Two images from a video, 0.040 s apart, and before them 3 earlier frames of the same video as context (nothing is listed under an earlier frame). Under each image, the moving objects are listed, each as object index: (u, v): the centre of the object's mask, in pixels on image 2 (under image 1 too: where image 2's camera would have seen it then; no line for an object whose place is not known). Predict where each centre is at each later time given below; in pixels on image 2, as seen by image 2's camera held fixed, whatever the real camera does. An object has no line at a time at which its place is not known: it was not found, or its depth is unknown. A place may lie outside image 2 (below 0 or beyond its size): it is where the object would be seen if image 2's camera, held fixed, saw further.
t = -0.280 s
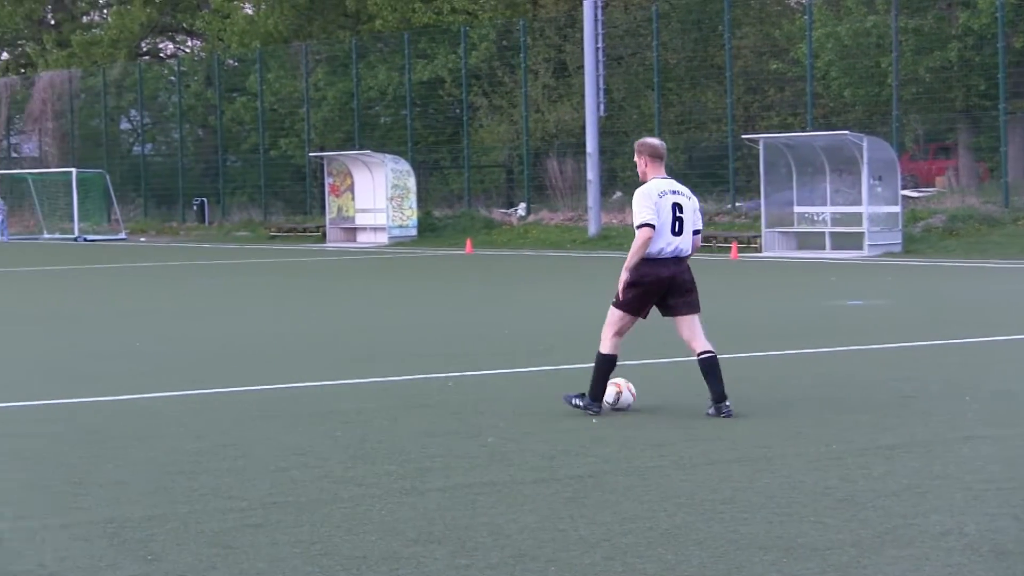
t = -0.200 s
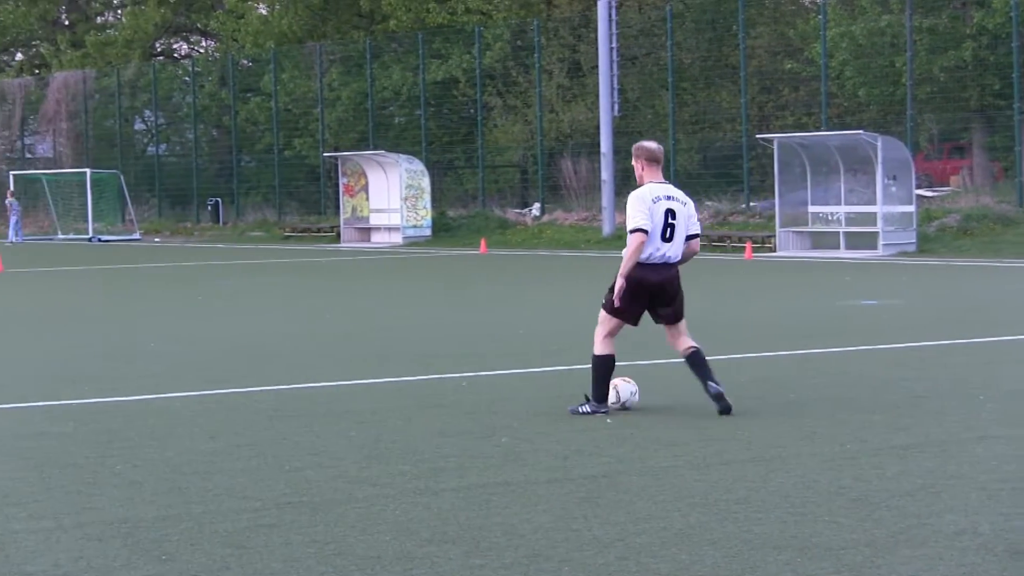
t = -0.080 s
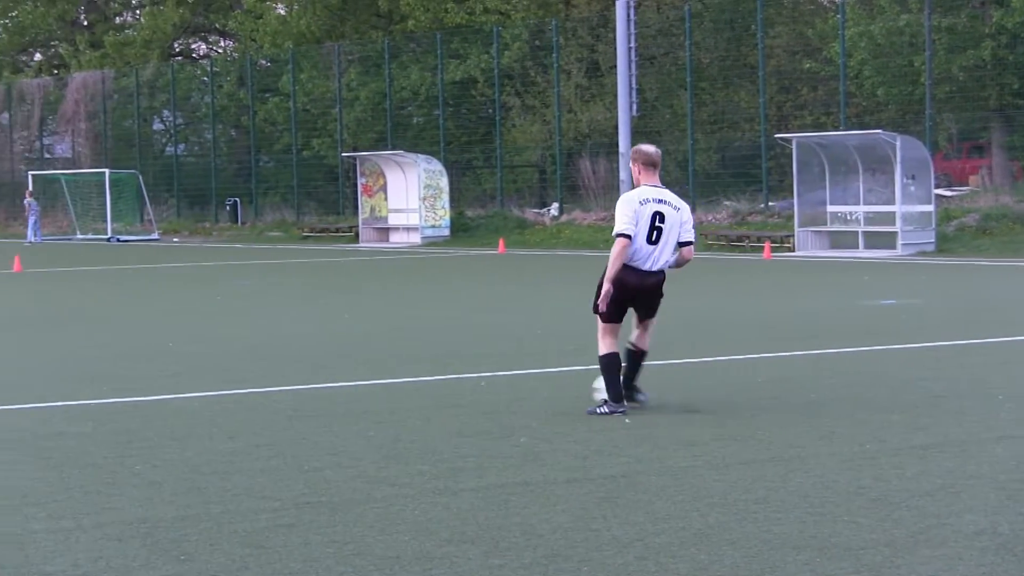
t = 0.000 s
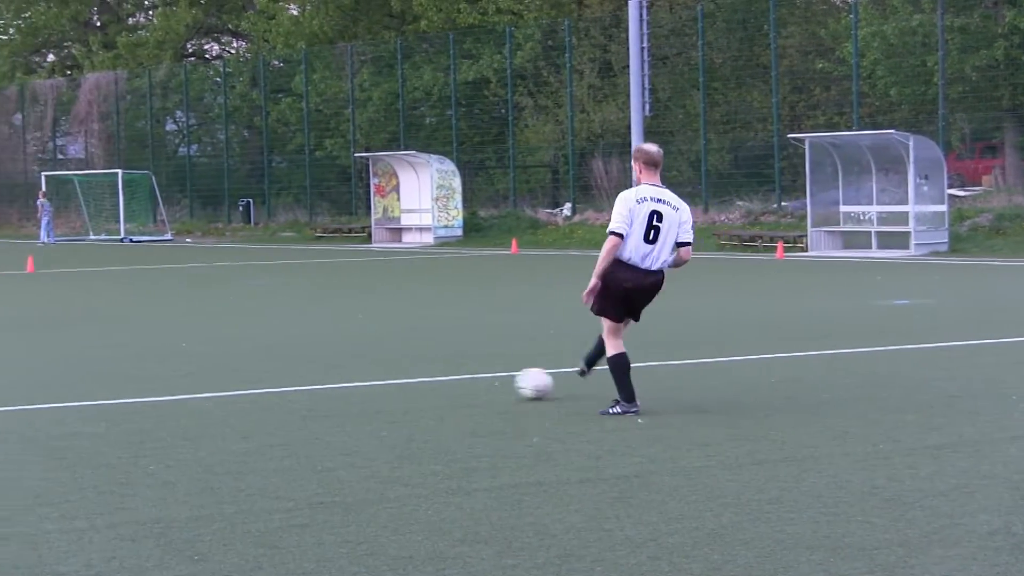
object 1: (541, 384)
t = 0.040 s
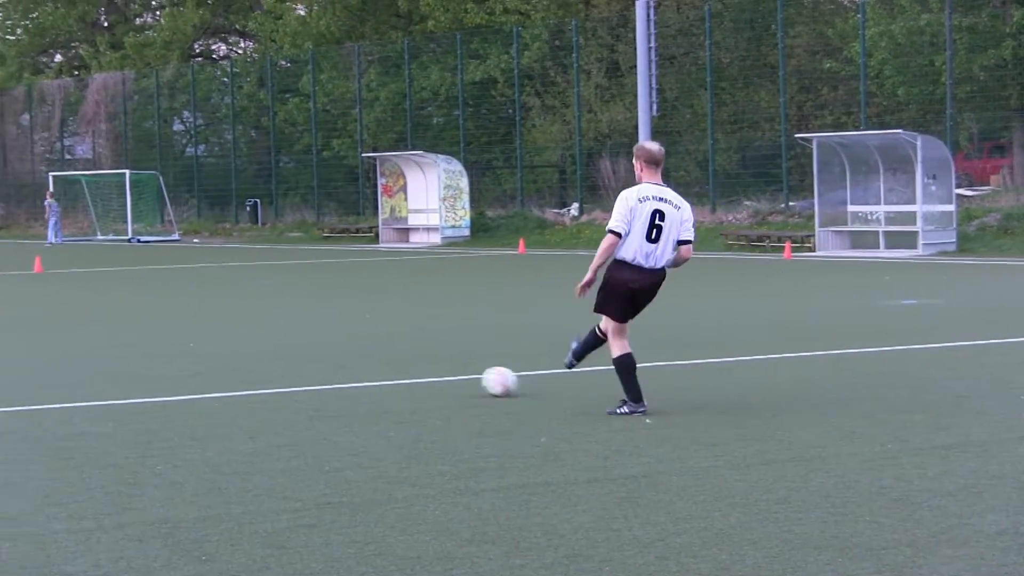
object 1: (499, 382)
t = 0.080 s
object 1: (461, 377)
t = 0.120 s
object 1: (425, 373)
